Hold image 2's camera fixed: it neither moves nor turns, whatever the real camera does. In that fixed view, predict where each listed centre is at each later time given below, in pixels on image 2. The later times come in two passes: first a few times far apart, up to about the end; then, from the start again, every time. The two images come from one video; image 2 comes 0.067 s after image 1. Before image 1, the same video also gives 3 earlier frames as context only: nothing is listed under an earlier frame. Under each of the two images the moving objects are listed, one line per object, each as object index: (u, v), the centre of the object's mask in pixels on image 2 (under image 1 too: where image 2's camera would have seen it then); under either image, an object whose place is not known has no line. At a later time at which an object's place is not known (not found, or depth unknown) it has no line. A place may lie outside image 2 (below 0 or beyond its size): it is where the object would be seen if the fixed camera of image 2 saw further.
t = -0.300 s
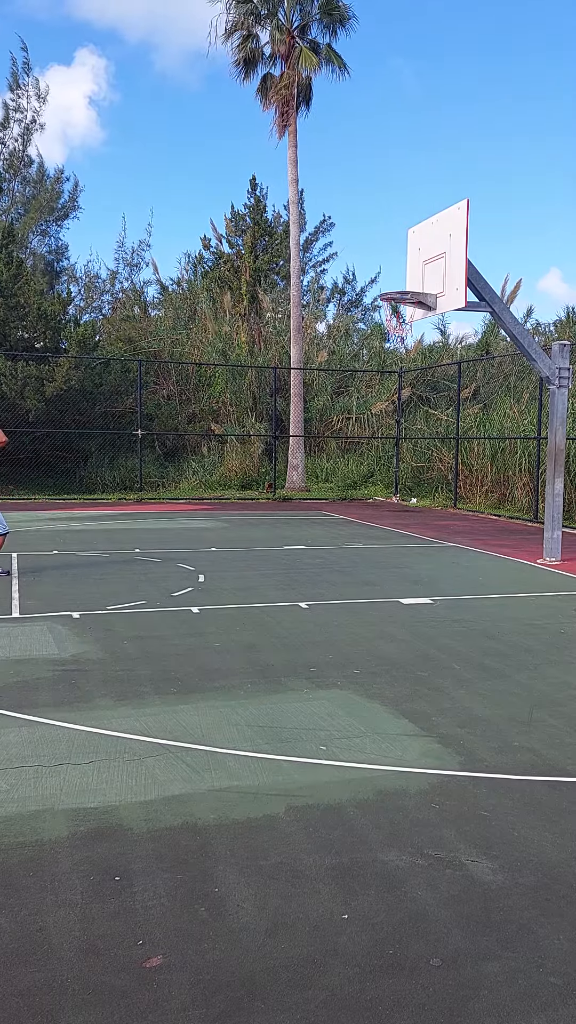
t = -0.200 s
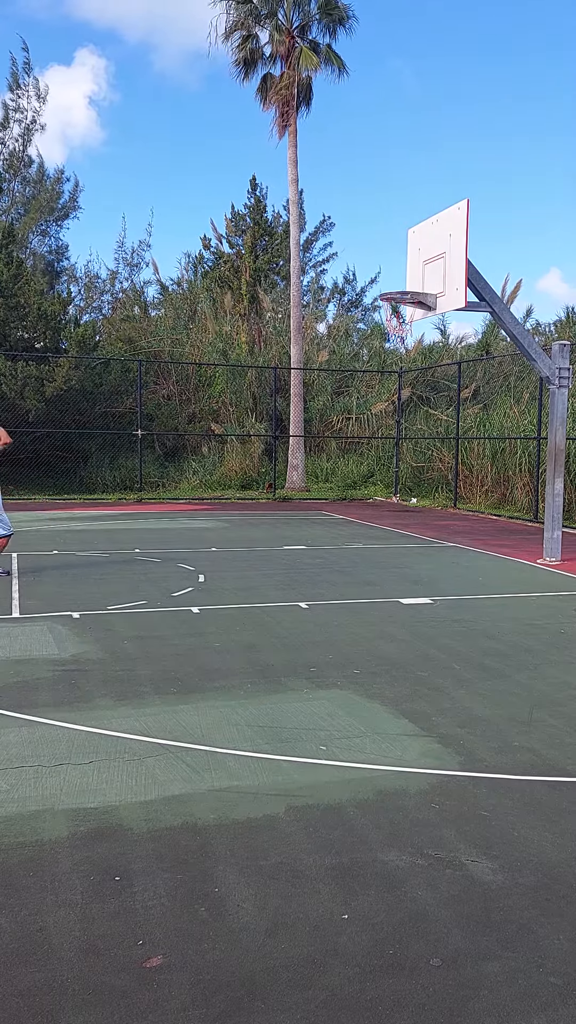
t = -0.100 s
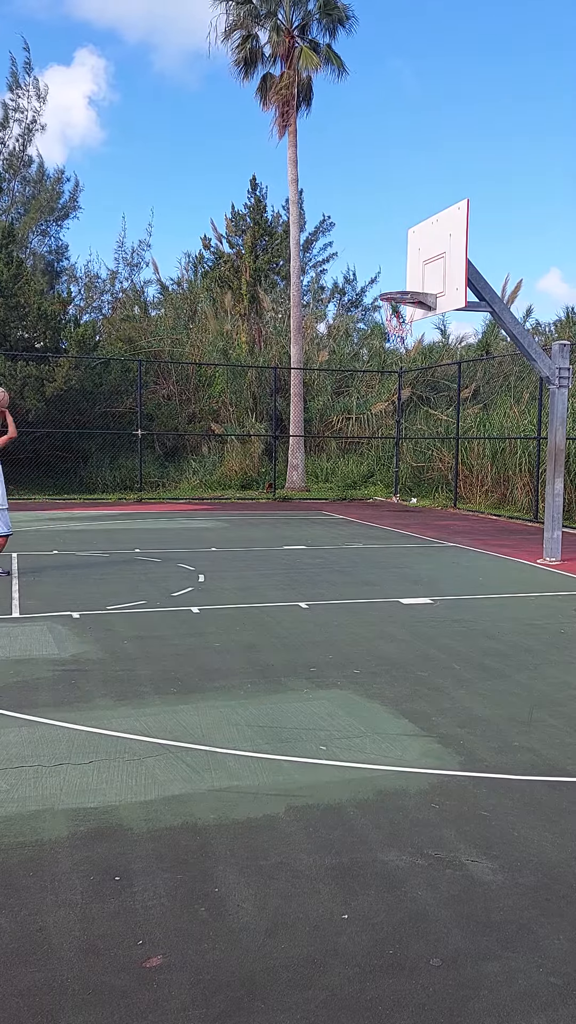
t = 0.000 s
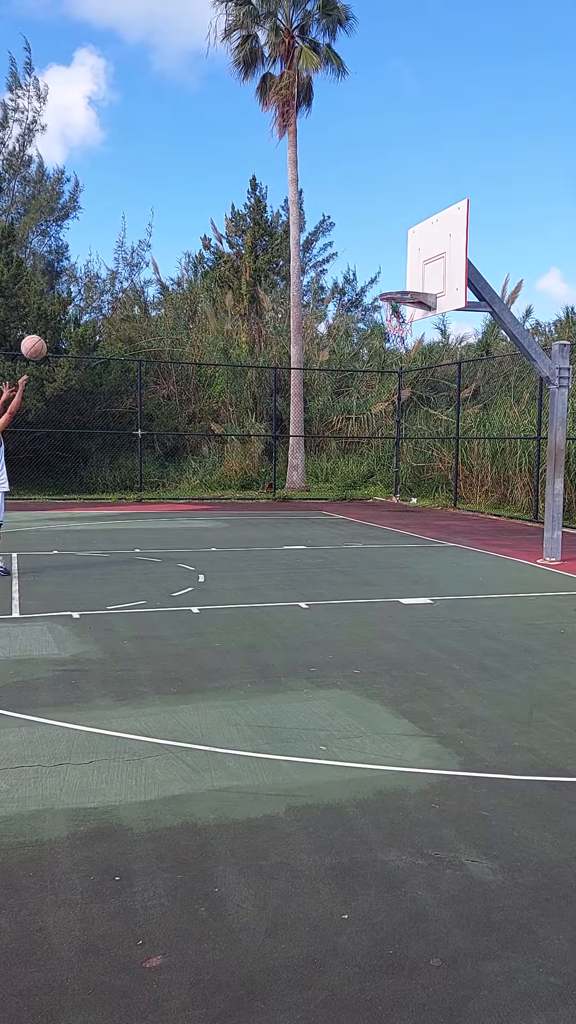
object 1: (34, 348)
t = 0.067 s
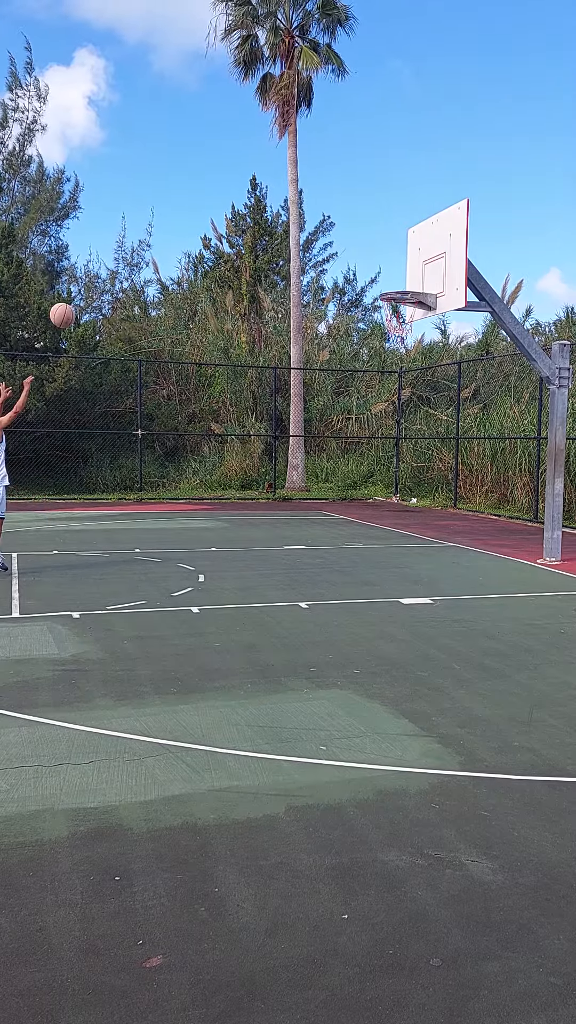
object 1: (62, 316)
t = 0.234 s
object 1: (132, 256)
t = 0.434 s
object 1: (211, 224)
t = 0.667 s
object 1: (298, 235)
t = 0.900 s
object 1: (376, 294)
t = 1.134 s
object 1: (357, 381)
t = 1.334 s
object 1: (338, 498)
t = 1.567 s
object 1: (312, 505)
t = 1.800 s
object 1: (278, 417)
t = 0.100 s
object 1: (76, 301)
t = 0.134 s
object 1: (90, 288)
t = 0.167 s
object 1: (104, 277)
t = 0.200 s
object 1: (118, 266)
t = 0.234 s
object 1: (132, 256)
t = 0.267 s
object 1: (145, 248)
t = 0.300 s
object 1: (159, 241)
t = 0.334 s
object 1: (173, 235)
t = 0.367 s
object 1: (186, 231)
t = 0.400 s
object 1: (199, 227)
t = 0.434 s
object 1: (211, 224)
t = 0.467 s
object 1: (224, 223)
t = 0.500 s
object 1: (237, 222)
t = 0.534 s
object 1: (249, 222)
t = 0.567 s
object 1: (262, 224)
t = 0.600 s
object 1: (274, 226)
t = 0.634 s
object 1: (285, 230)
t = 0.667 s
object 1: (298, 235)
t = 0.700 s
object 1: (309, 241)
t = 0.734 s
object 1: (320, 247)
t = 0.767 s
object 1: (332, 254)
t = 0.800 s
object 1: (343, 263)
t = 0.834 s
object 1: (354, 272)
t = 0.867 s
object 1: (365, 282)
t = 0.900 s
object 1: (376, 294)
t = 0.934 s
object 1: (376, 303)
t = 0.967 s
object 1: (373, 314)
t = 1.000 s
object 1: (370, 325)
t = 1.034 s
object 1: (367, 337)
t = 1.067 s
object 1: (364, 351)
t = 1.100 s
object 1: (360, 365)
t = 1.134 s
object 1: (357, 381)
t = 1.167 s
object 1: (354, 398)
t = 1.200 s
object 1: (351, 416)
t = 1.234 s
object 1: (348, 435)
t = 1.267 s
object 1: (344, 455)
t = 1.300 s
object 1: (341, 476)
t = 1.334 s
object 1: (338, 498)
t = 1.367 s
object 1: (334, 522)
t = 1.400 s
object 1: (331, 546)
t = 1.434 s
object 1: (329, 572)
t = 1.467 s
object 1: (324, 558)
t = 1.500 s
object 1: (320, 539)
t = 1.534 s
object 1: (316, 522)
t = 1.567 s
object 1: (312, 505)
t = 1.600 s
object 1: (307, 490)
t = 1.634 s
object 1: (303, 475)
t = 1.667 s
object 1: (299, 462)
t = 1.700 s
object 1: (294, 449)
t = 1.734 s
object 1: (289, 438)
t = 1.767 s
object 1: (283, 427)
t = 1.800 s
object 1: (278, 417)
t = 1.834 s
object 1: (274, 409)
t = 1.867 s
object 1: (268, 401)
